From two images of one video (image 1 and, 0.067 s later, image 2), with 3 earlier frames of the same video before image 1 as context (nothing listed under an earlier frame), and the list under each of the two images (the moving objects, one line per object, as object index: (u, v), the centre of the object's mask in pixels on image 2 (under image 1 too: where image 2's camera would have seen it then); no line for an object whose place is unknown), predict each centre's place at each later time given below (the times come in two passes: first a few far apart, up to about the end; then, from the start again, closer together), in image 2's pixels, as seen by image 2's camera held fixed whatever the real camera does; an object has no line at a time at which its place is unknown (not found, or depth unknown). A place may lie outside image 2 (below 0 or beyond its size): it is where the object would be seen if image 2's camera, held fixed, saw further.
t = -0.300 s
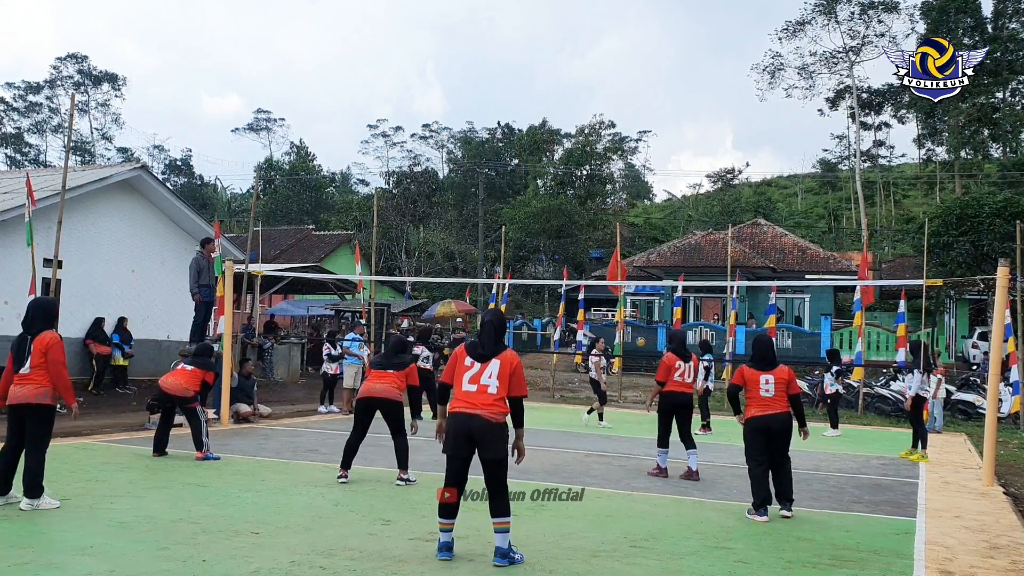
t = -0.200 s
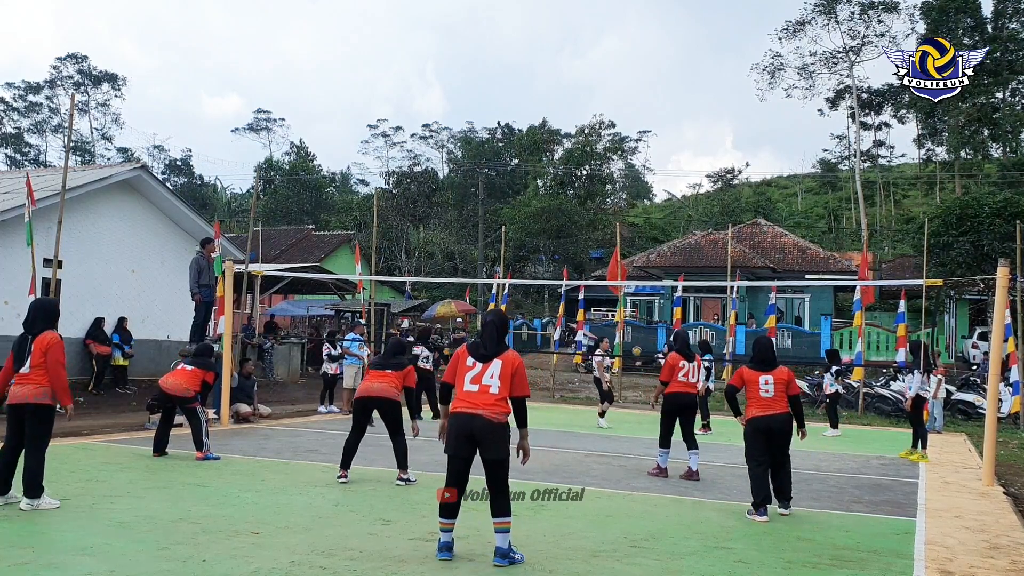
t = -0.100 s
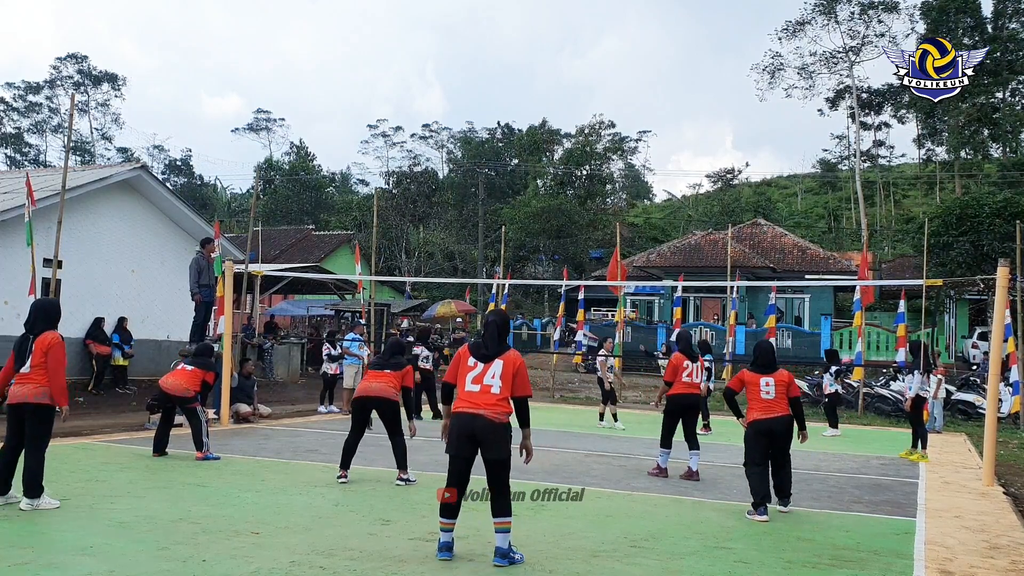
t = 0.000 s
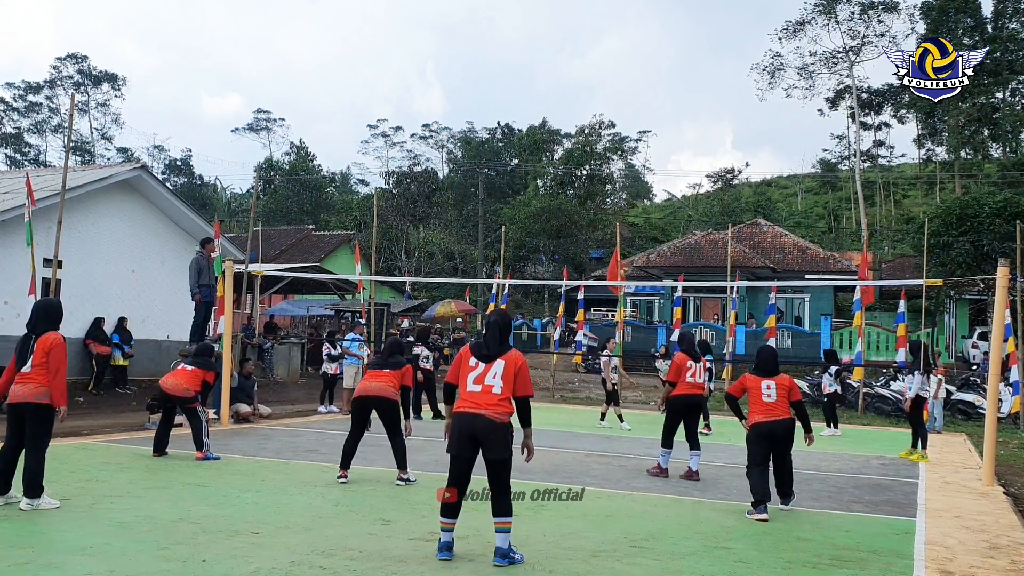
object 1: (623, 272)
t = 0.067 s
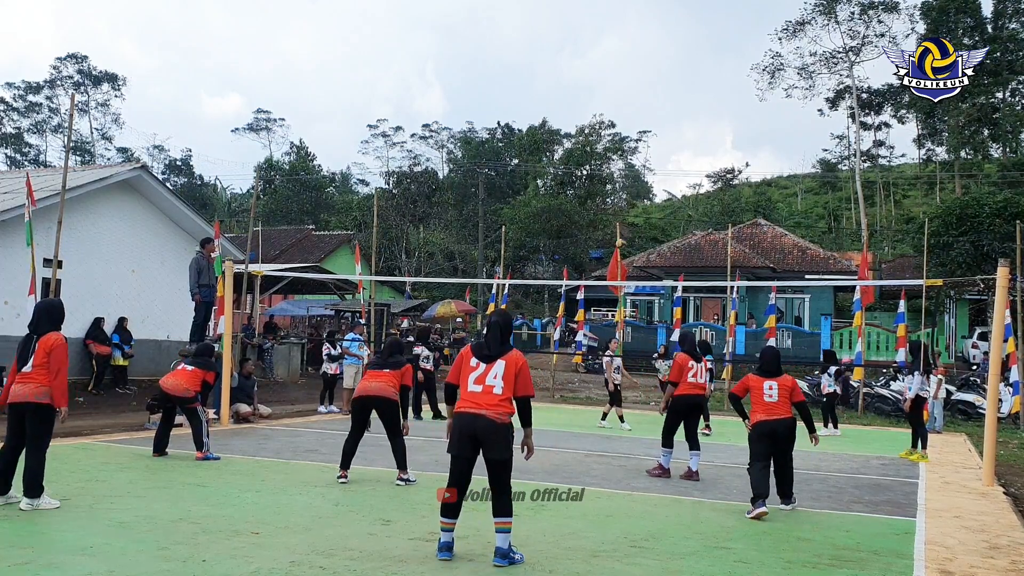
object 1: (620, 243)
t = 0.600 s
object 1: (586, 69)
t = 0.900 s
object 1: (560, 25)
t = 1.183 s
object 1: (532, 33)
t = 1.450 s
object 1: (500, 98)
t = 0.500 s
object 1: (593, 93)
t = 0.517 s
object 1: (592, 89)
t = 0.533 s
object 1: (591, 85)
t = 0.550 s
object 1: (589, 81)
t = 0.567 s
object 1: (588, 77)
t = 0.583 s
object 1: (587, 73)
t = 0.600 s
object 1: (586, 69)
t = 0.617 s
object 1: (584, 65)
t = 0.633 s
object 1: (583, 62)
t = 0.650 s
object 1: (581, 59)
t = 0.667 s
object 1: (580, 55)
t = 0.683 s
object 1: (579, 52)
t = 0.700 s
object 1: (577, 49)
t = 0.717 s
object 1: (576, 47)
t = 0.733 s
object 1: (575, 44)
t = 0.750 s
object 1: (573, 41)
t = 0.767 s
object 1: (572, 39)
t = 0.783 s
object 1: (570, 37)
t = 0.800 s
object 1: (569, 35)
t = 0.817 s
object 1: (567, 33)
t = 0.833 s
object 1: (566, 31)
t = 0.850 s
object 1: (564, 29)
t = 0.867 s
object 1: (563, 28)
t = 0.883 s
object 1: (561, 27)
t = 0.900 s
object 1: (560, 25)
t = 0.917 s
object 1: (559, 24)
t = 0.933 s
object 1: (557, 24)
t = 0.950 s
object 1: (556, 23)
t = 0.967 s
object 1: (554, 23)
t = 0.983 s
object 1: (552, 22)
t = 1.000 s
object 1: (551, 22)
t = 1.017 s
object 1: (549, 22)
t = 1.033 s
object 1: (548, 22)
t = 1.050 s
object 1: (546, 23)
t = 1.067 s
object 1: (544, 23)
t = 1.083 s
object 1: (543, 24)
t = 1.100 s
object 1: (541, 25)
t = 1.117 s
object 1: (539, 26)
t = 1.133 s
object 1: (538, 28)
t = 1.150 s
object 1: (536, 29)
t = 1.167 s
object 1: (534, 31)
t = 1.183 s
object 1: (532, 33)
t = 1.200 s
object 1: (530, 36)
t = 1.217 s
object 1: (529, 38)
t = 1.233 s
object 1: (527, 41)
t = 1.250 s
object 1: (525, 43)
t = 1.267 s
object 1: (523, 47)
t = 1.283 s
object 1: (521, 50)
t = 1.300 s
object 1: (519, 54)
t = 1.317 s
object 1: (517, 58)
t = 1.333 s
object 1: (515, 62)
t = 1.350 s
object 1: (513, 66)
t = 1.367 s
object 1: (511, 71)
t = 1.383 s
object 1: (509, 76)
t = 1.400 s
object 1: (507, 81)
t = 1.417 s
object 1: (505, 86)
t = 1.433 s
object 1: (502, 92)
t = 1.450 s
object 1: (500, 98)
